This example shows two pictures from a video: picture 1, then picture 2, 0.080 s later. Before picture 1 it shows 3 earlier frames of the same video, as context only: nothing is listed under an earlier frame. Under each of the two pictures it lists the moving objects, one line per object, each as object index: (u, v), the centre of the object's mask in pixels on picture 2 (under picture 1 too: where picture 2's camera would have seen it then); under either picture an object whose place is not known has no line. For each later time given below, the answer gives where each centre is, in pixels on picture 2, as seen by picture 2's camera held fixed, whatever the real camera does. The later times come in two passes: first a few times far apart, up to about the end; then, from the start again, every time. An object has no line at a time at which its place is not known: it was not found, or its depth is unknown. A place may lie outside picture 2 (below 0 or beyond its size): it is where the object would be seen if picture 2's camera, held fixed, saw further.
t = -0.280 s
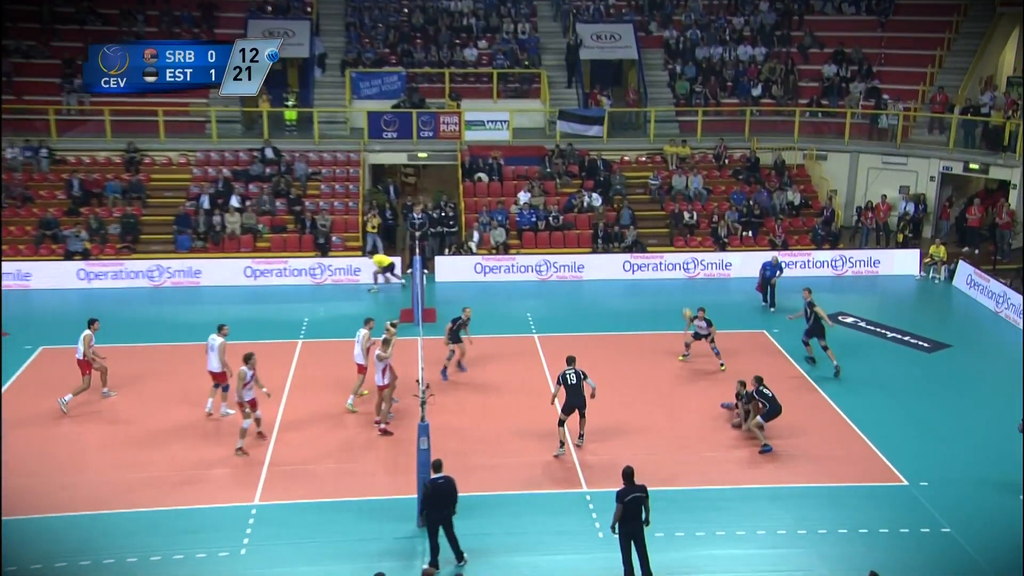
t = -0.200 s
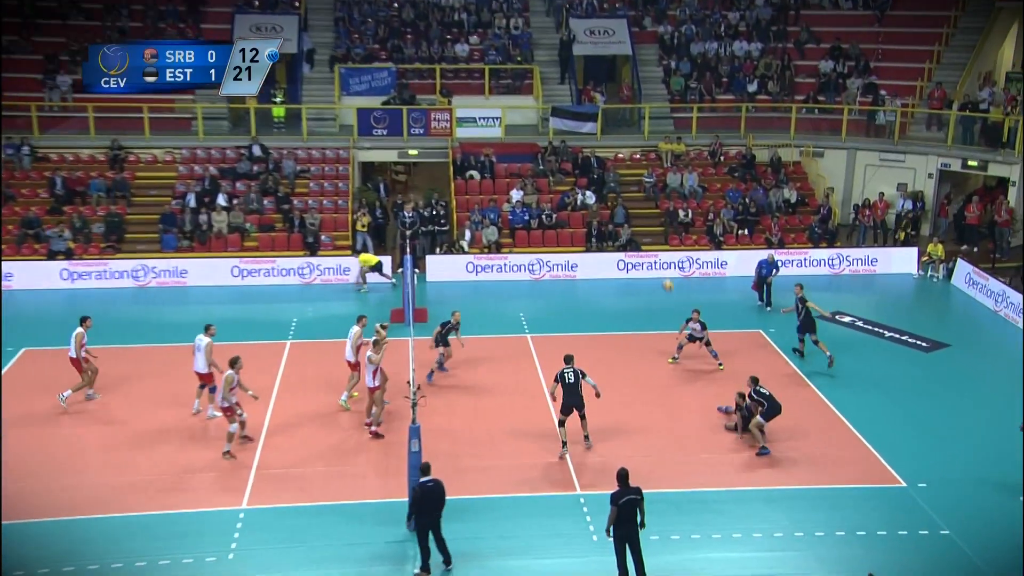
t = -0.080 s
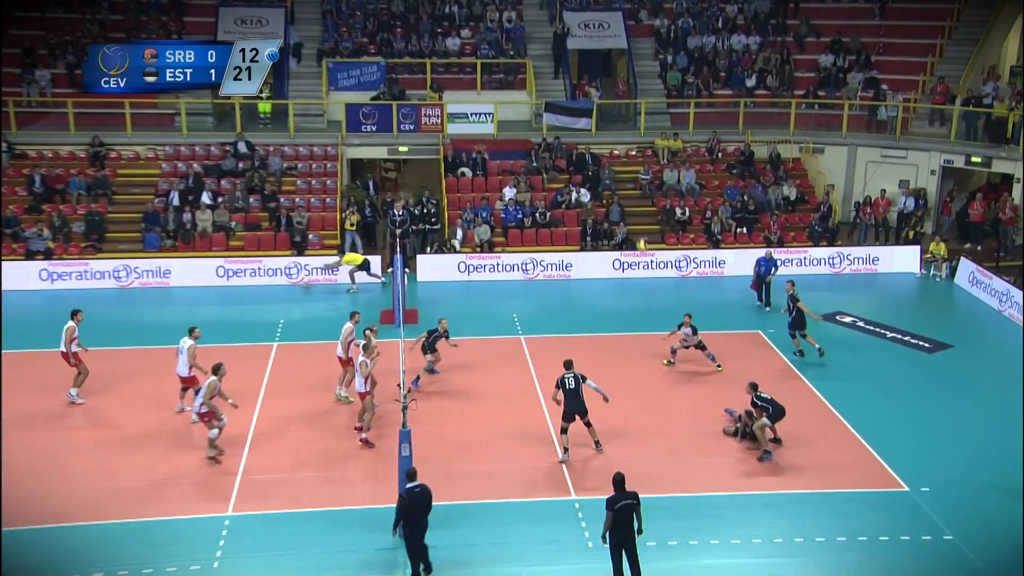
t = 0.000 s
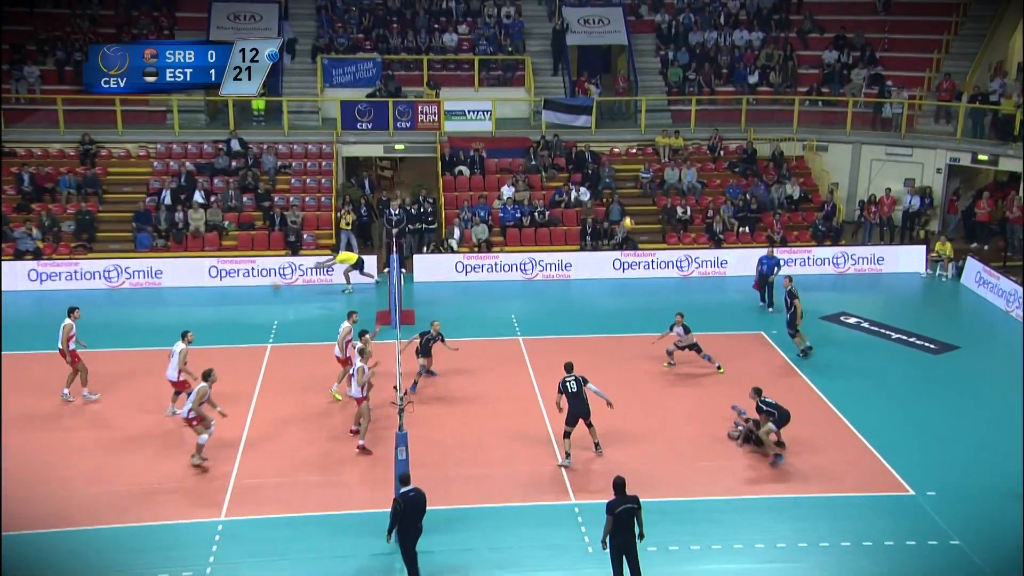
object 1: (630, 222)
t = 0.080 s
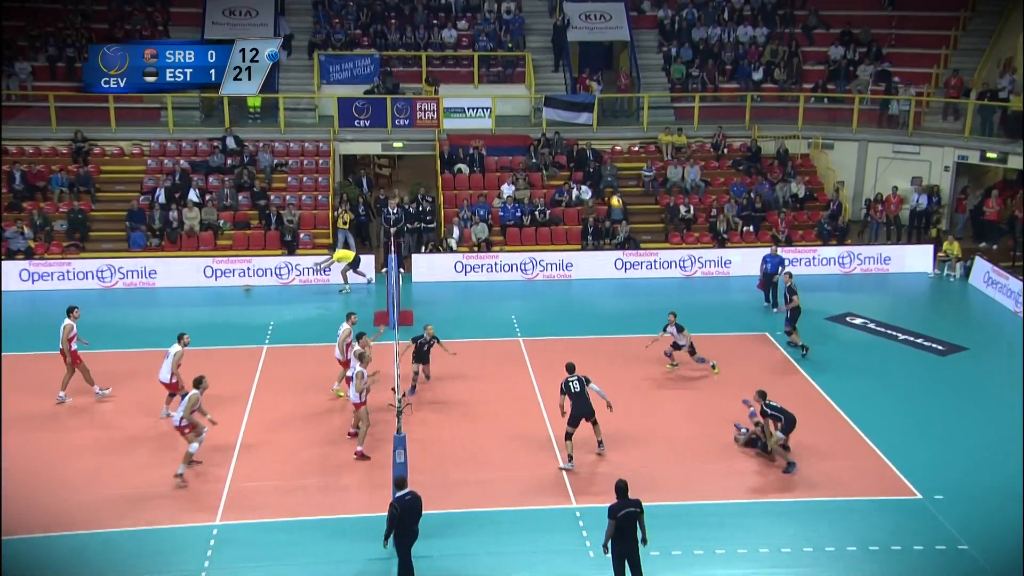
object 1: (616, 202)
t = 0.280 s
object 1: (580, 165)
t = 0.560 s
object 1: (532, 148)
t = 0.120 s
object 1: (609, 194)
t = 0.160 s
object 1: (601, 185)
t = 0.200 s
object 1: (595, 178)
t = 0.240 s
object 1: (588, 172)
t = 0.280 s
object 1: (580, 165)
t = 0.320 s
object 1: (573, 161)
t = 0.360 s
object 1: (567, 156)
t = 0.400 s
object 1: (559, 153)
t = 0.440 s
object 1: (553, 150)
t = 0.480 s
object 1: (545, 149)
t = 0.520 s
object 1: (539, 148)
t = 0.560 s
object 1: (532, 148)
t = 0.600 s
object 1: (525, 149)
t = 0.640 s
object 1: (518, 151)
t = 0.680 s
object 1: (511, 153)
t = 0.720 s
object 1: (505, 156)
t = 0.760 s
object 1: (498, 161)
